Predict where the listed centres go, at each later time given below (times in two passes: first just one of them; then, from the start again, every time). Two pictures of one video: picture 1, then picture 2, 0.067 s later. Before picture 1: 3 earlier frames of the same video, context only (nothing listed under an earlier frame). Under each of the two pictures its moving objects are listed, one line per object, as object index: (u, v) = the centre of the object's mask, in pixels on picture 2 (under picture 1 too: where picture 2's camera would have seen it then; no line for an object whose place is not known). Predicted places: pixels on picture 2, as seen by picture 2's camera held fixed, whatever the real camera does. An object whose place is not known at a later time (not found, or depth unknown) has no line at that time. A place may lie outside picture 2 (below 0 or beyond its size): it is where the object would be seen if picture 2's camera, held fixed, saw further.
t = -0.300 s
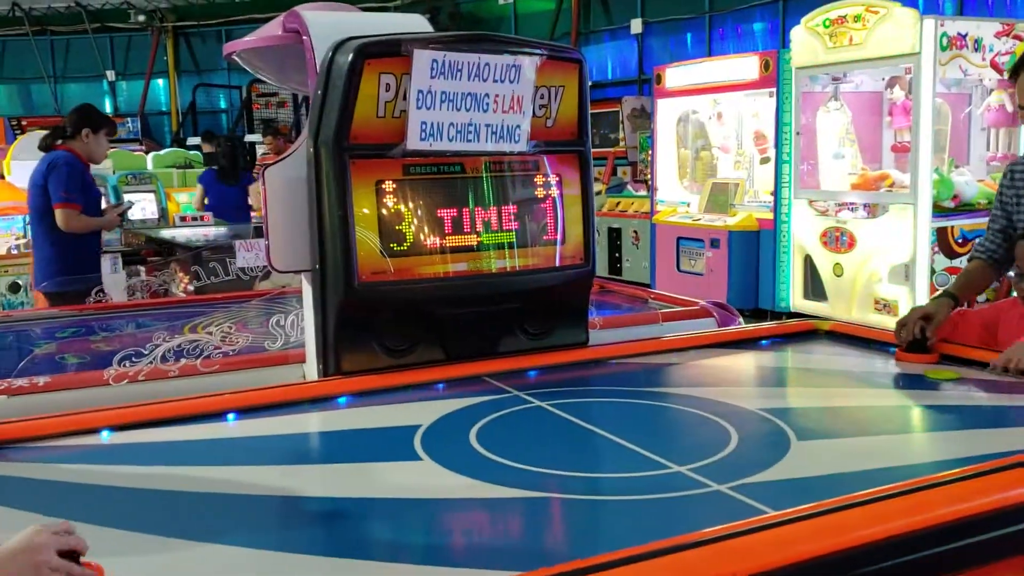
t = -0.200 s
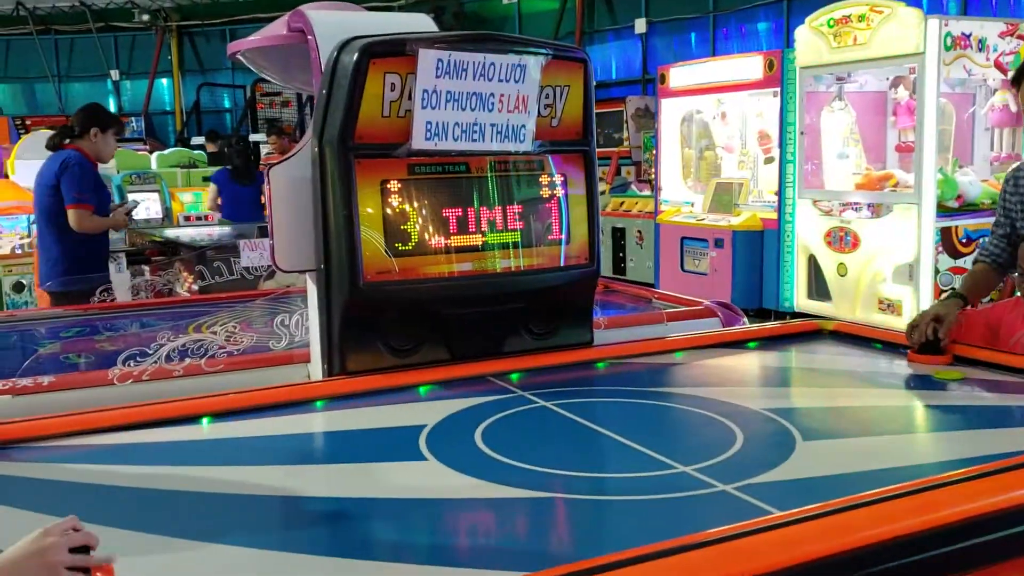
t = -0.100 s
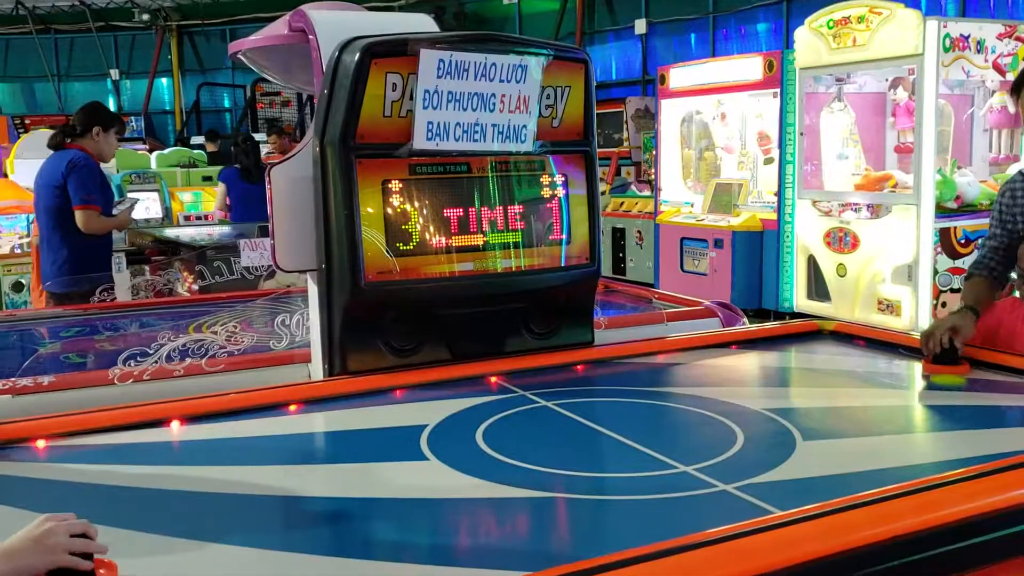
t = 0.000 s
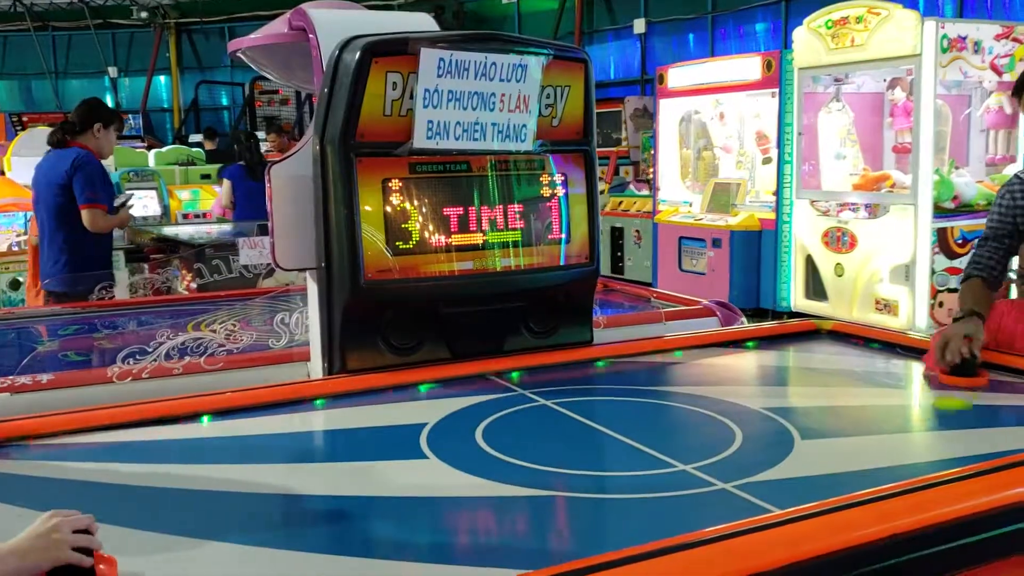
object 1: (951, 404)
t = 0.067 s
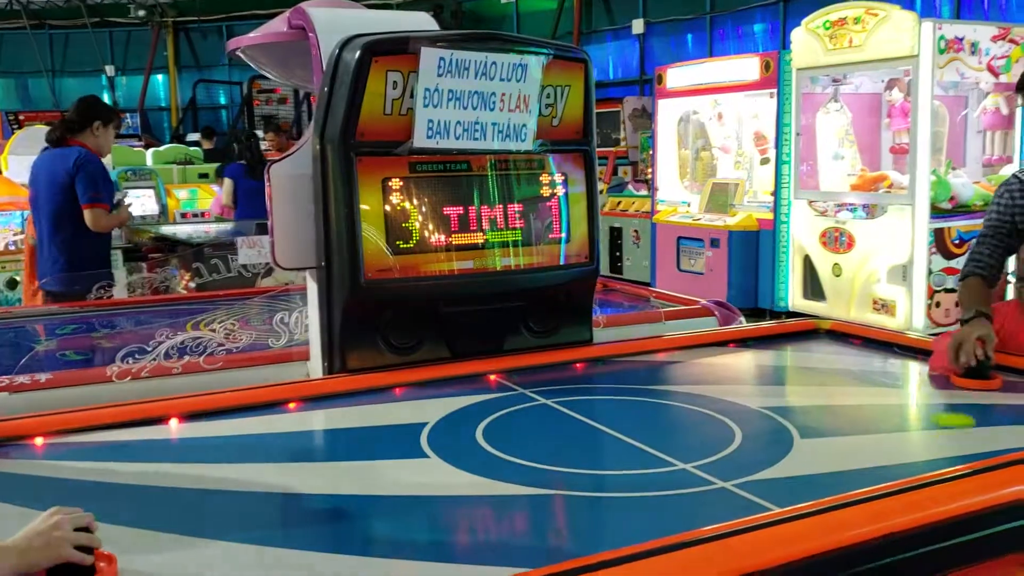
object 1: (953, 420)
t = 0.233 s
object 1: (937, 467)
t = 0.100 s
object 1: (958, 432)
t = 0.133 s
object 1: (960, 442)
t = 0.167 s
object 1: (963, 454)
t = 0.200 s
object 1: (958, 462)
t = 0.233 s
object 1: (937, 467)
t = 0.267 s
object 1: (909, 470)
